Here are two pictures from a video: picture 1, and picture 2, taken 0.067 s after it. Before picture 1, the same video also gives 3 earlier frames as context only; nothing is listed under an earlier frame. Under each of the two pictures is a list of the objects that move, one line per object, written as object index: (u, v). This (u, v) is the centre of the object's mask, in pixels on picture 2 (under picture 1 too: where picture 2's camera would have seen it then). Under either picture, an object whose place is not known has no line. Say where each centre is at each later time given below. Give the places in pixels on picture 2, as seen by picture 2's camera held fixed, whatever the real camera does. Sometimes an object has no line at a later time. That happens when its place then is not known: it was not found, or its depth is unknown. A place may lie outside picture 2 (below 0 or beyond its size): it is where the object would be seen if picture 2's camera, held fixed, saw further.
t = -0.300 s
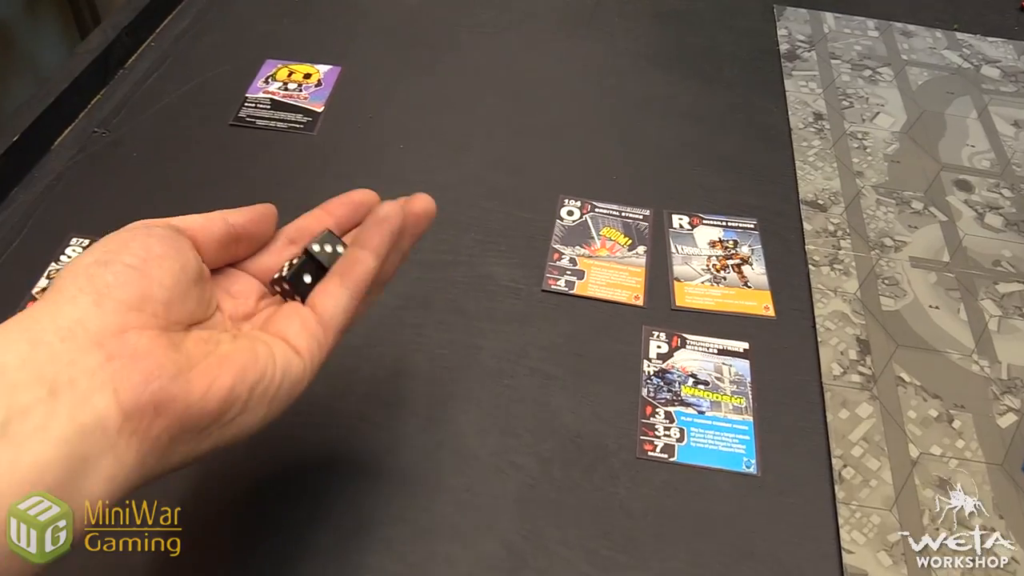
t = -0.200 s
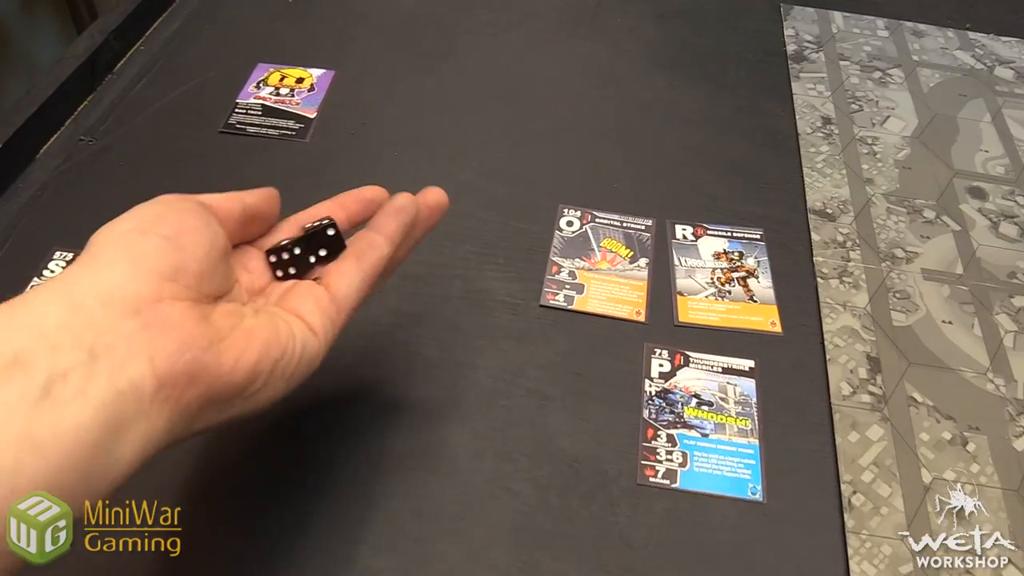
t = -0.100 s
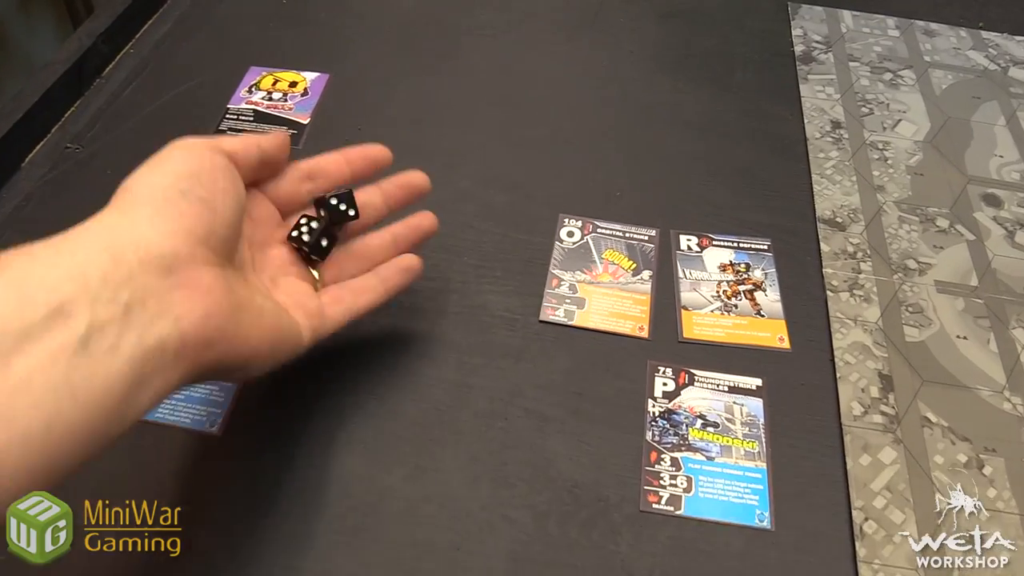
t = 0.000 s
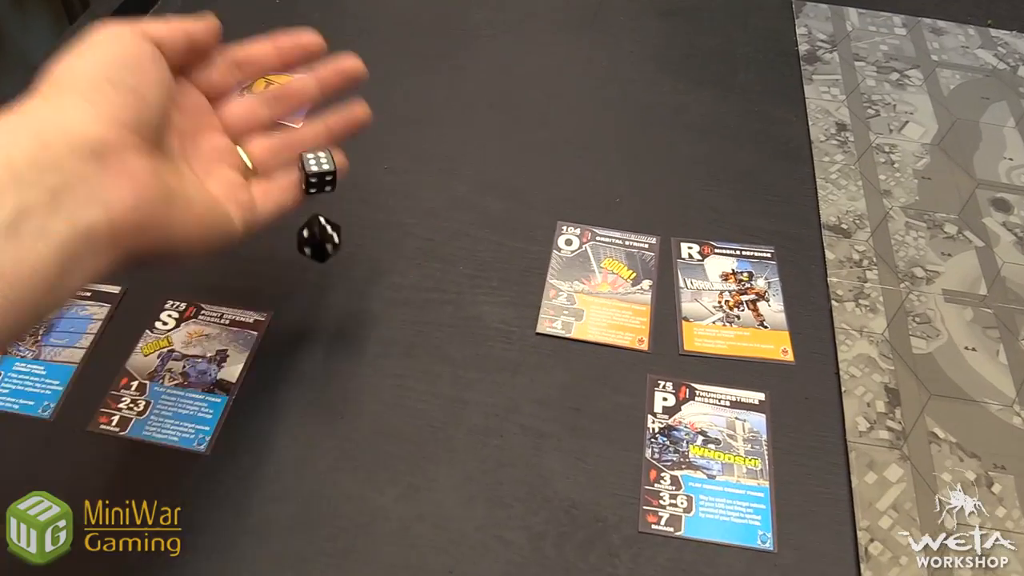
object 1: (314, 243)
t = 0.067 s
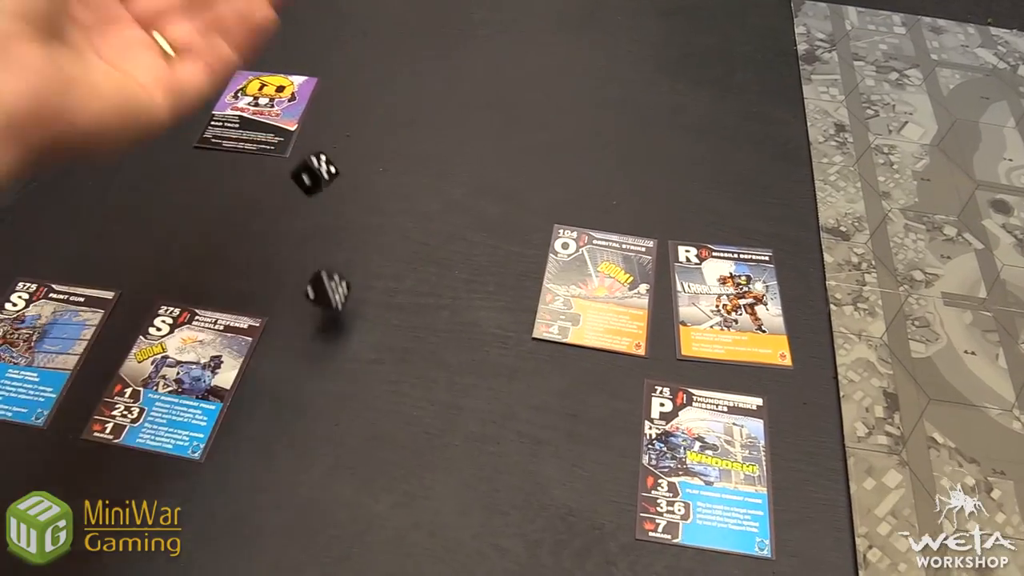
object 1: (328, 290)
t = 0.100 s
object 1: (327, 290)
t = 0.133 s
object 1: (326, 288)
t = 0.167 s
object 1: (327, 301)
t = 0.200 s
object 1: (329, 297)
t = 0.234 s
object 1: (332, 293)
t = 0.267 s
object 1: (334, 288)
